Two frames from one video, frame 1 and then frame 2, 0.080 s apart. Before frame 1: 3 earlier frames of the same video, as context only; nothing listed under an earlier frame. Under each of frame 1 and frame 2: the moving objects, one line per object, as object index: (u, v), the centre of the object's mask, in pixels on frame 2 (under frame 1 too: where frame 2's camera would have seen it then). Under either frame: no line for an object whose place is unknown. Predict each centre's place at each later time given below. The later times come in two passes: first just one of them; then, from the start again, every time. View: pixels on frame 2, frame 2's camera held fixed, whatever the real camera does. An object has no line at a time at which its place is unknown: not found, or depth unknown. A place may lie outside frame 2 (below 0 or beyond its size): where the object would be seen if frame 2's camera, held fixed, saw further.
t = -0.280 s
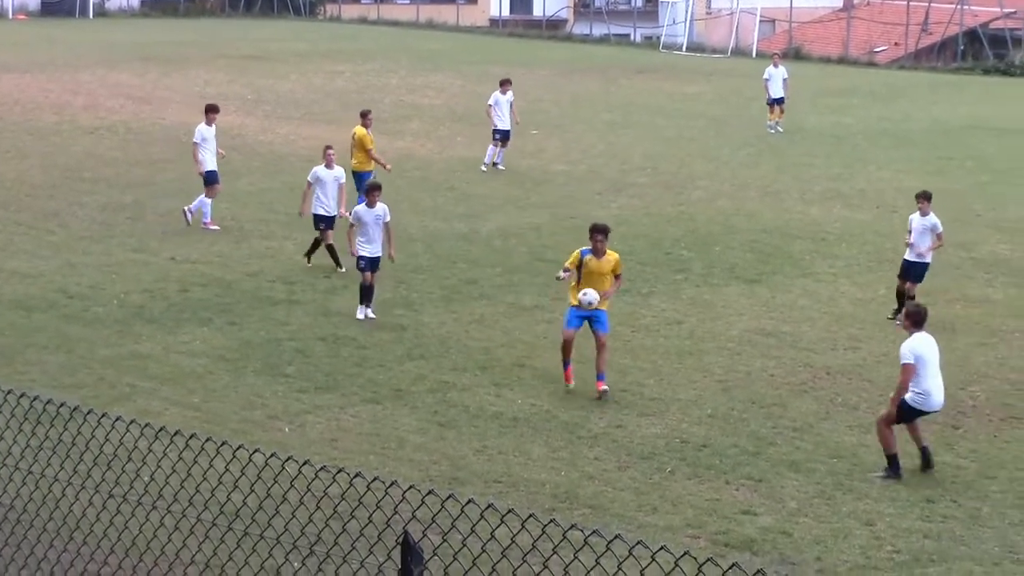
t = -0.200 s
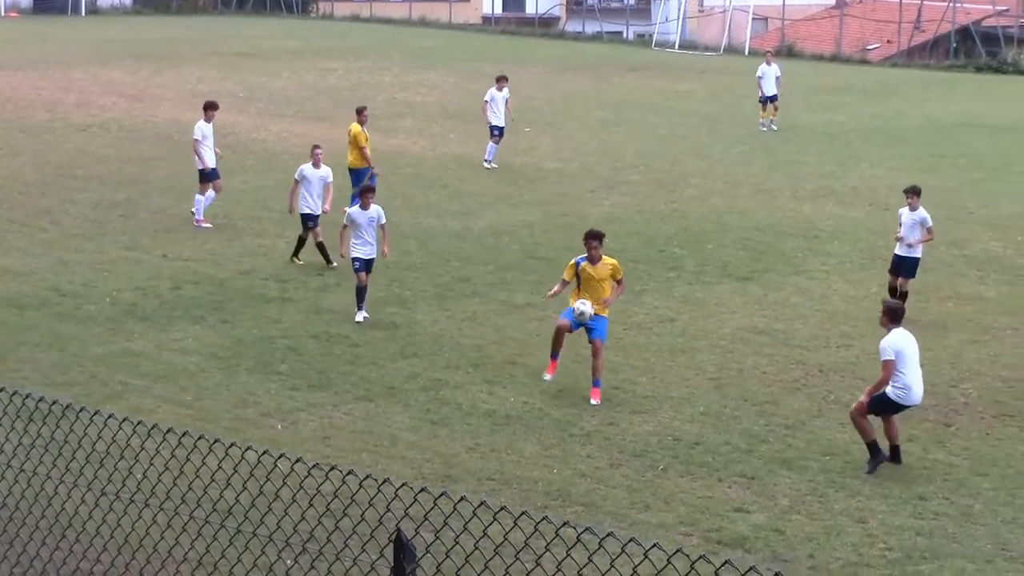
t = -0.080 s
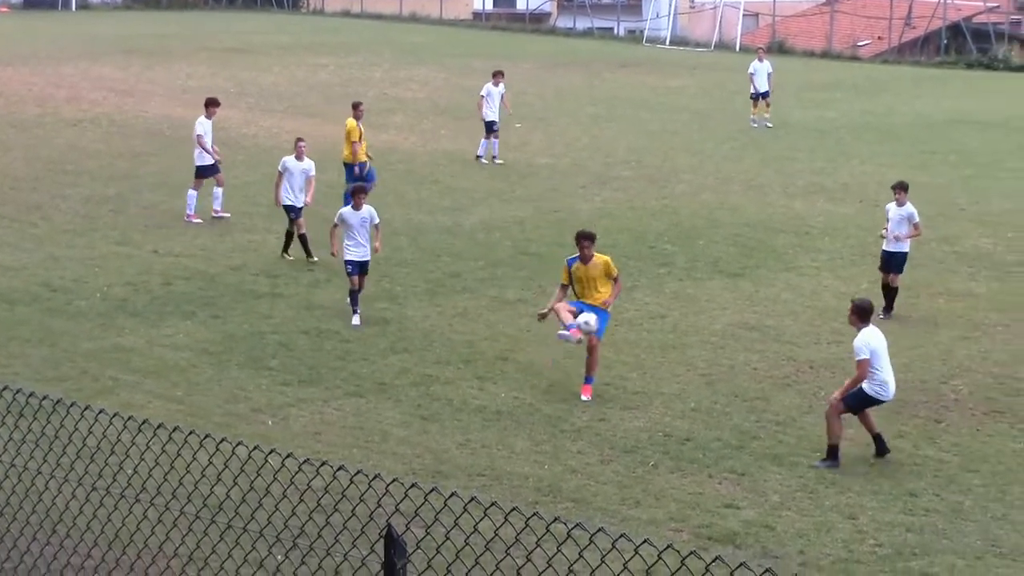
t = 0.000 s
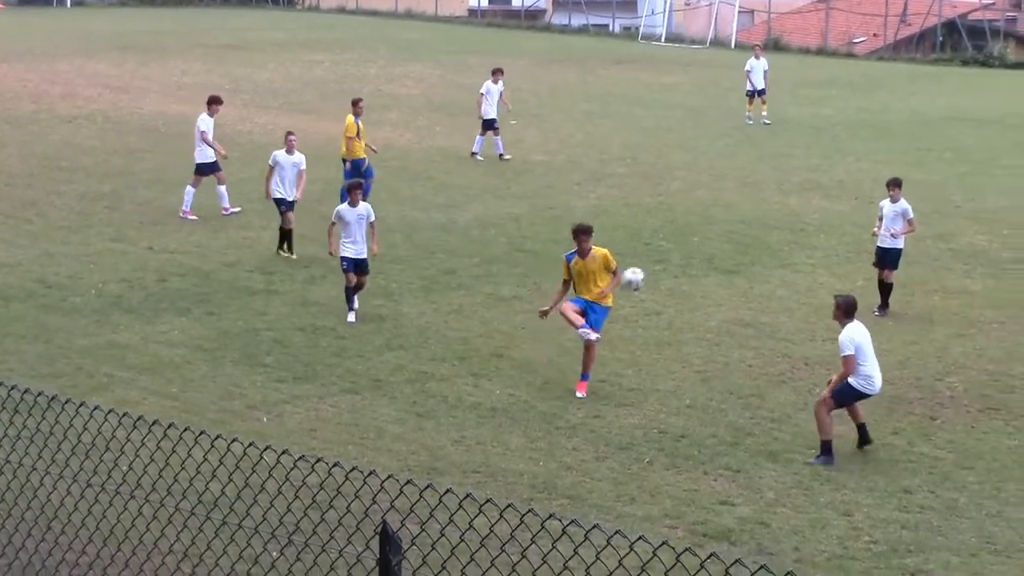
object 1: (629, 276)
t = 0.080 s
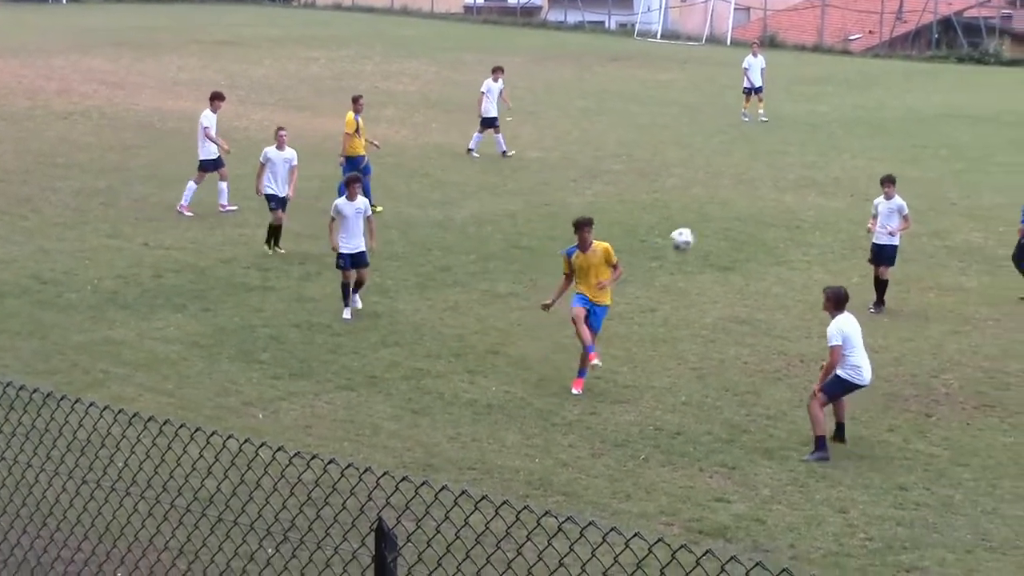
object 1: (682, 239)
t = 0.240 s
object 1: (793, 184)
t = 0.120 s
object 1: (709, 223)
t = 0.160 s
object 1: (736, 209)
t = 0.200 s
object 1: (764, 195)
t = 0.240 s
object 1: (793, 184)
